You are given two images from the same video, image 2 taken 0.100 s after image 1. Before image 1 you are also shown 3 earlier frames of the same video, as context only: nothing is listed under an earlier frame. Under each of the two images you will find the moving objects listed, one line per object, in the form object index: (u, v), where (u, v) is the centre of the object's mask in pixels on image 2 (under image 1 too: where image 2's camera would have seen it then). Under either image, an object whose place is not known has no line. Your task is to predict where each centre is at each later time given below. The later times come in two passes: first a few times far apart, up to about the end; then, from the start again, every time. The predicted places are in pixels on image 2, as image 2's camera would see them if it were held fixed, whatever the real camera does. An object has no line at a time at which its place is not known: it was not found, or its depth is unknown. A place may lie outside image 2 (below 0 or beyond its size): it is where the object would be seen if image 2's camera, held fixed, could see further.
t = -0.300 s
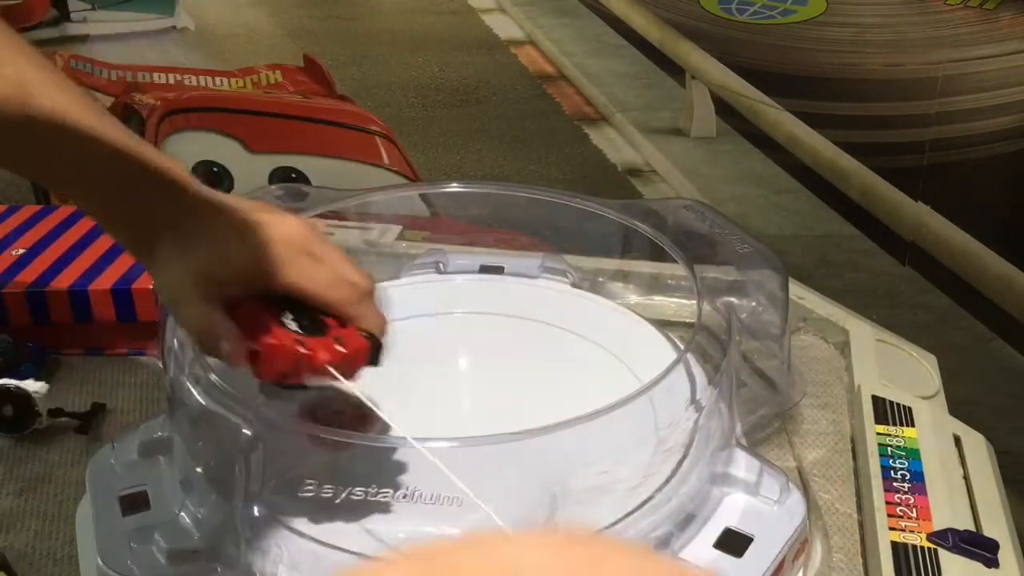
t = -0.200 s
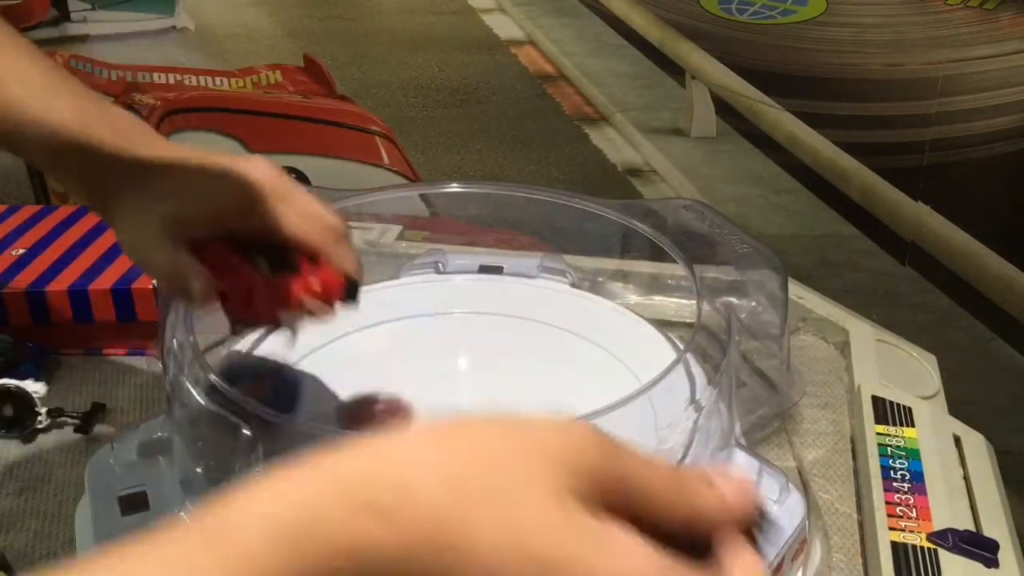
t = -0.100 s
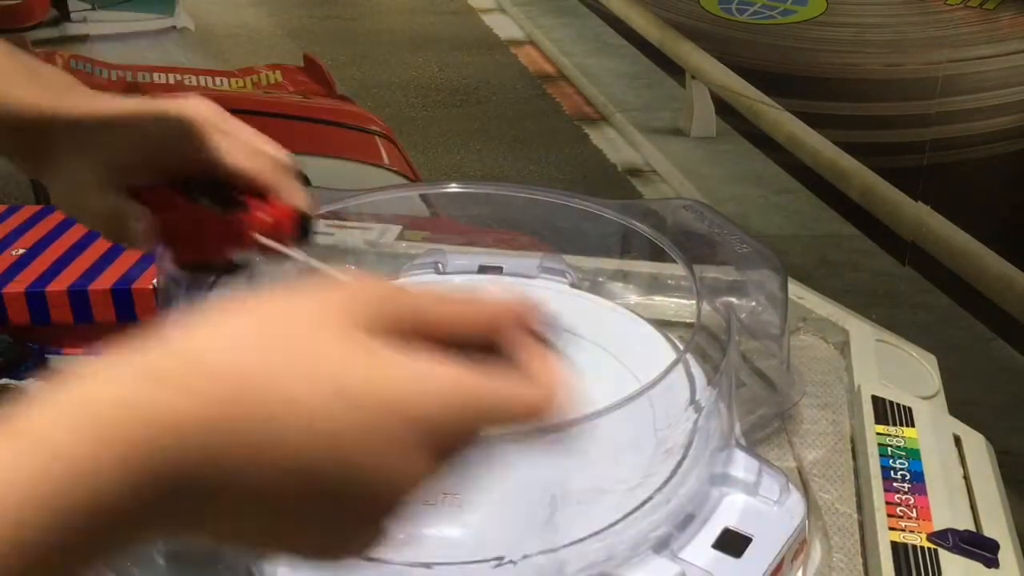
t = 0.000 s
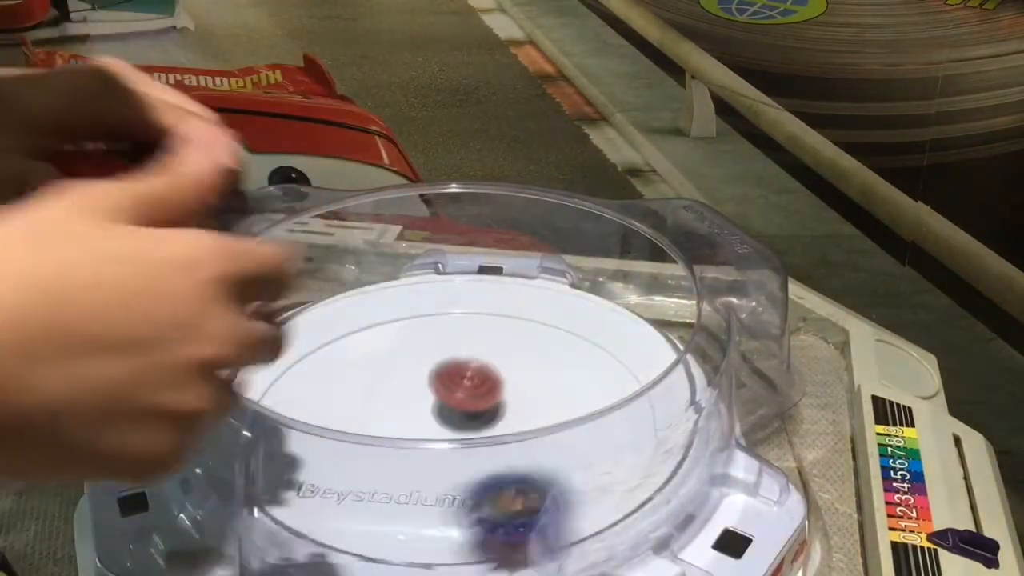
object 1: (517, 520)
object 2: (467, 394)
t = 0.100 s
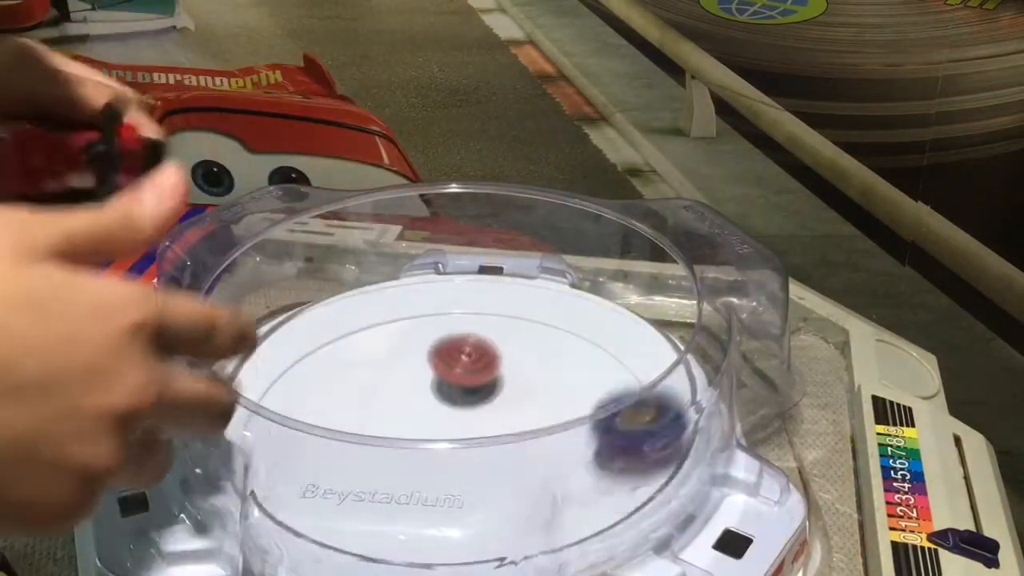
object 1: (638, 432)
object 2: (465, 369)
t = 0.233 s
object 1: (568, 322)
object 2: (437, 346)
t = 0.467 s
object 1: (425, 297)
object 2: (277, 466)
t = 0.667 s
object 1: (360, 415)
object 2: (521, 522)
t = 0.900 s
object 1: (537, 505)
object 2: (599, 335)
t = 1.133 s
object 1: (624, 388)
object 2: (260, 410)
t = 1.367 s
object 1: (451, 370)
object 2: (619, 472)
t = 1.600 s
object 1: (350, 481)
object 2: (451, 303)
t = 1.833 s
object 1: (537, 497)
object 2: (298, 493)
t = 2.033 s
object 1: (541, 407)
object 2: (633, 457)
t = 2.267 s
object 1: (382, 395)
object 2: (452, 303)
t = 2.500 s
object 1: (382, 454)
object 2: (259, 456)
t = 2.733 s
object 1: (476, 437)
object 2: (605, 482)
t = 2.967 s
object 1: (471, 388)
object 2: (505, 305)
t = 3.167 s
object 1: (426, 394)
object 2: (281, 369)
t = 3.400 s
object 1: (435, 423)
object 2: (405, 535)
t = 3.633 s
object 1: (476, 425)
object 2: (637, 379)
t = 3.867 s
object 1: (483, 406)
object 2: (420, 312)
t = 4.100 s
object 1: (470, 405)
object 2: (279, 446)
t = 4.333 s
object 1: (470, 422)
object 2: (536, 519)
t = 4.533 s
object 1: (473, 430)
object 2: (640, 386)
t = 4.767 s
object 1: (463, 430)
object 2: (460, 317)
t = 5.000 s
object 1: (456, 428)
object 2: (282, 410)
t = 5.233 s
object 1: (449, 427)
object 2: (423, 526)
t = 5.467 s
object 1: (446, 423)
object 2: (629, 433)
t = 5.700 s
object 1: (453, 419)
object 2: (515, 324)
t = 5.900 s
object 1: (459, 415)
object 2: (341, 344)
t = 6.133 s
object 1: (465, 415)
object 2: (303, 476)
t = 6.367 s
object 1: (467, 417)
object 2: (535, 500)
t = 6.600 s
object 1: (467, 420)
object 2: (610, 378)
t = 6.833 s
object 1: (467, 425)
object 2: (472, 321)
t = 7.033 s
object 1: (464, 427)
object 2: (347, 365)
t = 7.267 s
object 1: (461, 428)
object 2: (336, 471)
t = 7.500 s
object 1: (456, 424)
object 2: (475, 498)
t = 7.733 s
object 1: (453, 424)
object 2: (571, 457)
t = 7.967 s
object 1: (453, 421)
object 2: (570, 403)
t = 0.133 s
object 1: (641, 396)
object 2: (459, 362)
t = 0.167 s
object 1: (629, 366)
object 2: (453, 356)
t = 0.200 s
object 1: (603, 342)
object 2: (444, 350)
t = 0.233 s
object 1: (568, 322)
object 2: (437, 346)
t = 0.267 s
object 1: (527, 309)
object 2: (429, 343)
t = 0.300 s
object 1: (484, 301)
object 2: (423, 340)
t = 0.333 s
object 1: (469, 285)
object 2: (364, 361)
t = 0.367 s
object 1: (462, 273)
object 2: (298, 381)
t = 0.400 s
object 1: (451, 280)
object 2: (260, 403)
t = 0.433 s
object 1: (439, 287)
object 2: (266, 438)
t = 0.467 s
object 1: (425, 297)
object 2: (277, 466)
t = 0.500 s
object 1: (412, 312)
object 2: (296, 490)
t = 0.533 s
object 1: (396, 329)
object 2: (322, 509)
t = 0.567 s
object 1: (381, 349)
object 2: (368, 522)
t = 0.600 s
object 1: (368, 370)
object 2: (417, 529)
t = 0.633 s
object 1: (361, 393)
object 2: (466, 530)
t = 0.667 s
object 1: (360, 415)
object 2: (521, 522)
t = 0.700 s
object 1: (365, 442)
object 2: (565, 504)
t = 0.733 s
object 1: (380, 465)
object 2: (604, 481)
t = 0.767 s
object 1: (402, 485)
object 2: (630, 454)
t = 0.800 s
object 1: (432, 495)
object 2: (646, 424)
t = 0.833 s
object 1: (463, 503)
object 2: (645, 390)
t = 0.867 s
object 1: (501, 506)
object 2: (632, 360)
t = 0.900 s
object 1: (537, 505)
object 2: (599, 335)
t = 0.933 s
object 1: (572, 496)
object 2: (557, 314)
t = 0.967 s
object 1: (599, 482)
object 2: (503, 303)
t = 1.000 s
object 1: (616, 466)
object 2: (442, 303)
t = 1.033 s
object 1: (627, 449)
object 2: (382, 313)
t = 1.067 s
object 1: (632, 427)
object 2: (328, 334)
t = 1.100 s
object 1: (632, 407)
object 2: (285, 366)
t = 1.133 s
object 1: (624, 388)
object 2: (260, 410)
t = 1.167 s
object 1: (608, 371)
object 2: (262, 455)
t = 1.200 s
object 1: (588, 364)
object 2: (297, 493)
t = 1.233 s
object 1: (563, 358)
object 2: (351, 518)
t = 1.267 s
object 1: (535, 356)
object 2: (429, 533)
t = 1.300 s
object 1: (509, 357)
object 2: (501, 526)
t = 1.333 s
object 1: (479, 362)
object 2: (568, 505)
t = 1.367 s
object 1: (451, 370)
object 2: (619, 472)
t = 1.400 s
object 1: (424, 380)
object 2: (647, 437)
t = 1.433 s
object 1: (399, 393)
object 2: (648, 401)
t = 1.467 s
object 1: (377, 407)
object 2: (632, 365)
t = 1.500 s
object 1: (361, 423)
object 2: (603, 337)
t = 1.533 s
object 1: (350, 443)
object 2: (561, 317)
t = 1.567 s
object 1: (345, 471)
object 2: (509, 305)
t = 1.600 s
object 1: (350, 481)
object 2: (451, 303)
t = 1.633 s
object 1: (365, 493)
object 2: (394, 310)
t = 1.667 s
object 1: (386, 505)
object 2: (340, 328)
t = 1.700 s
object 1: (412, 513)
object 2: (295, 356)
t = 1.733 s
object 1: (445, 515)
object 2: (270, 381)
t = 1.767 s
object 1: (479, 514)
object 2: (256, 425)
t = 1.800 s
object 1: (512, 508)
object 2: (265, 463)
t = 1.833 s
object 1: (537, 497)
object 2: (298, 493)
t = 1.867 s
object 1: (556, 483)
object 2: (349, 519)
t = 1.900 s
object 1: (569, 467)
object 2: (411, 535)
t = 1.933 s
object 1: (572, 450)
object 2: (478, 531)
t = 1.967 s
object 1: (569, 435)
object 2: (542, 517)
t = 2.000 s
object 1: (557, 419)
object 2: (596, 491)
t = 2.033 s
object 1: (541, 407)
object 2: (633, 457)
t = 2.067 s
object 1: (520, 395)
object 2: (649, 424)
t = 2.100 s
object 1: (498, 390)
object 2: (642, 384)
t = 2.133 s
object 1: (472, 385)
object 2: (623, 355)
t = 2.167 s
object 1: (446, 383)
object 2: (590, 331)
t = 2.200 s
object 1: (421, 379)
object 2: (548, 313)
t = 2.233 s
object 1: (400, 389)
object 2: (502, 306)
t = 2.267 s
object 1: (382, 395)
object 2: (452, 303)
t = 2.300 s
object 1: (370, 400)
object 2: (401, 310)
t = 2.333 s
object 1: (361, 405)
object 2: (355, 322)
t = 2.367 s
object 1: (356, 425)
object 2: (317, 341)
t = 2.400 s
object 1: (357, 433)
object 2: (286, 366)
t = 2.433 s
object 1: (363, 445)
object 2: (263, 389)
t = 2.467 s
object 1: (371, 451)
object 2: (253, 422)
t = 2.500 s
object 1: (382, 454)
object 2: (259, 456)
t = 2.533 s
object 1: (395, 456)
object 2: (282, 480)
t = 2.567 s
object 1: (412, 458)
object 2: (318, 506)
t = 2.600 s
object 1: (427, 458)
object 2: (367, 530)
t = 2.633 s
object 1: (442, 455)
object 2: (425, 538)
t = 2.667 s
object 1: (454, 453)
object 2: (493, 529)
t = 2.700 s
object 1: (466, 448)
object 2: (550, 513)
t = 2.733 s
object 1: (476, 437)
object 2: (605, 482)
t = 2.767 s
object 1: (484, 432)
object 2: (635, 450)
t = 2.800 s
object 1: (489, 421)
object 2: (647, 416)
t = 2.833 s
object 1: (490, 405)
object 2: (639, 380)
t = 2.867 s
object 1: (489, 401)
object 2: (618, 352)
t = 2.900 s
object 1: (486, 396)
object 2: (587, 329)
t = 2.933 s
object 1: (480, 392)
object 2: (548, 315)
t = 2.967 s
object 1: (471, 388)
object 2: (505, 305)
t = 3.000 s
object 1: (462, 385)
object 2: (459, 303)
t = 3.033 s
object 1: (452, 384)
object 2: (417, 306)
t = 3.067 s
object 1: (444, 384)
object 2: (372, 318)
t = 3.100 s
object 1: (436, 386)
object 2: (336, 330)
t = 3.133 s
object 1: (430, 390)
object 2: (306, 347)
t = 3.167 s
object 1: (426, 394)
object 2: (281, 369)
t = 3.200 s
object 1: (424, 398)
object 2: (265, 392)
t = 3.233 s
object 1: (423, 401)
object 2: (257, 422)
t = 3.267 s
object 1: (424, 408)
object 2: (261, 455)
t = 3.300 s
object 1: (425, 413)
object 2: (280, 476)
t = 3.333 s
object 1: (428, 417)
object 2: (311, 501)
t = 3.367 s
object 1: (431, 420)
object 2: (350, 520)
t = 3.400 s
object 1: (435, 423)
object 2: (405, 535)
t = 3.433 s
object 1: (439, 425)
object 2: (467, 534)
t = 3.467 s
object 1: (445, 426)
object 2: (529, 520)
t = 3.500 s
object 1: (451, 428)
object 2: (578, 500)
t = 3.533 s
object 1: (458, 427)
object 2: (618, 471)
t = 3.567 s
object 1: (465, 428)
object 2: (642, 439)
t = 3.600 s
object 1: (470, 426)
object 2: (647, 410)
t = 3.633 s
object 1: (476, 425)
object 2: (637, 379)
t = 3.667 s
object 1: (481, 423)
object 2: (619, 354)
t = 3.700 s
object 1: (484, 422)
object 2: (592, 334)
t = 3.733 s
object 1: (486, 420)
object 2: (565, 319)
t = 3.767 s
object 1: (487, 418)
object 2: (530, 311)
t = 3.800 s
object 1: (487, 416)
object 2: (492, 307)
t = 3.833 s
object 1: (486, 414)
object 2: (457, 307)
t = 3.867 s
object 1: (483, 406)
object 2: (420, 312)
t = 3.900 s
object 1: (482, 405)
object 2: (386, 321)
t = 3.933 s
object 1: (480, 405)
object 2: (355, 334)
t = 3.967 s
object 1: (477, 405)
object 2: (327, 351)
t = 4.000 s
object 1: (475, 405)
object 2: (305, 371)
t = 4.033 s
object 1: (473, 404)
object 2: (290, 389)
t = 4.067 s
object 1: (471, 405)
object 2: (280, 420)
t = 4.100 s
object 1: (470, 405)
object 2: (279, 446)
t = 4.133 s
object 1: (469, 406)
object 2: (294, 472)
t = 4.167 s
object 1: (468, 413)
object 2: (317, 492)
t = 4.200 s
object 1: (468, 408)
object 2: (347, 510)
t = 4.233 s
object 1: (468, 417)
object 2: (388, 522)
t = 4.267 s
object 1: (468, 419)
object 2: (437, 528)
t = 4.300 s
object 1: (468, 421)
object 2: (488, 528)
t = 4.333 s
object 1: (470, 422)
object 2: (536, 519)
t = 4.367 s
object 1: (471, 424)
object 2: (576, 498)
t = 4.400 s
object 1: (472, 426)
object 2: (609, 476)
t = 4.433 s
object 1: (473, 428)
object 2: (629, 454)
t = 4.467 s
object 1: (473, 429)
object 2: (643, 433)
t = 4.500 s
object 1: (473, 429)
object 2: (646, 411)
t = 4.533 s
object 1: (473, 430)
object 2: (640, 386)
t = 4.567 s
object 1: (472, 431)
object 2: (626, 365)
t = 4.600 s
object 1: (470, 431)
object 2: (608, 352)
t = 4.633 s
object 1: (469, 431)
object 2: (584, 337)
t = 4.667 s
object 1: (468, 431)
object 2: (556, 327)
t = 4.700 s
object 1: (466, 431)
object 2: (526, 320)
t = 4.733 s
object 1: (464, 430)
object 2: (494, 316)
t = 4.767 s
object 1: (463, 430)
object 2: (460, 317)
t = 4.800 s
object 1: (461, 429)
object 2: (427, 321)
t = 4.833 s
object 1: (460, 429)
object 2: (395, 329)
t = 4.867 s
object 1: (459, 428)
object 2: (365, 340)
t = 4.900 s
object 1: (458, 428)
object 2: (338, 354)
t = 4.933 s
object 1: (457, 427)
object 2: (314, 371)
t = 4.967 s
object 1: (456, 428)
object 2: (296, 388)
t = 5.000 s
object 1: (456, 428)
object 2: (282, 410)
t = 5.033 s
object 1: (455, 428)
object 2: (278, 434)
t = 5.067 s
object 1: (454, 428)
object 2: (279, 459)
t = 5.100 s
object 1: (453, 428)
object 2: (295, 478)
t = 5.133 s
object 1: (452, 428)
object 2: (316, 497)
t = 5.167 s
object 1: (451, 428)
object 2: (344, 511)
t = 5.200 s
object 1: (450, 427)
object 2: (381, 521)
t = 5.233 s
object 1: (449, 427)
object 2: (423, 526)
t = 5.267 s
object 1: (447, 427)
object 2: (467, 527)
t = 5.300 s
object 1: (446, 426)
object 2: (511, 520)
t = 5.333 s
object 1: (446, 426)
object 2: (548, 509)
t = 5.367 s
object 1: (446, 425)
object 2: (578, 493)
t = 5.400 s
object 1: (446, 425)
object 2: (604, 473)
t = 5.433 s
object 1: (446, 424)
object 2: (620, 453)
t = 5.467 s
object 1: (446, 423)
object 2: (629, 433)
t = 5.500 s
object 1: (447, 423)
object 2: (630, 412)
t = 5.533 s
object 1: (448, 422)
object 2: (621, 389)
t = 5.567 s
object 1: (449, 422)
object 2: (609, 370)
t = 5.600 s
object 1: (449, 421)
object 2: (592, 355)
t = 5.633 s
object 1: (450, 420)
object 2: (568, 341)
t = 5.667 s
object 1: (451, 419)
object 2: (544, 331)
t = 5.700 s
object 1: (453, 419)
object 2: (515, 324)
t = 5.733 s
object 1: (454, 418)
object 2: (486, 319)
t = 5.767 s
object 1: (454, 418)
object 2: (455, 318)
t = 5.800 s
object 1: (455, 417)
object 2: (425, 320)
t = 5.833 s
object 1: (456, 417)
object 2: (395, 325)
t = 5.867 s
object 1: (457, 416)
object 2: (366, 334)
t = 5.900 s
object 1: (459, 415)
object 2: (341, 344)
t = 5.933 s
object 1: (460, 415)
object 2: (317, 358)
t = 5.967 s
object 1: (461, 415)
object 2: (300, 375)
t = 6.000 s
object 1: (461, 416)
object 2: (287, 388)
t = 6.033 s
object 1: (462, 415)
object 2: (278, 414)
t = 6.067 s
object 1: (463, 415)
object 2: (277, 435)
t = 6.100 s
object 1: (464, 415)
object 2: (281, 457)
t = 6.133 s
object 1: (465, 415)
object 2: (303, 476)
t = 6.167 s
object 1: (465, 415)
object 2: (325, 492)
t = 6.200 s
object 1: (465, 415)
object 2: (353, 504)
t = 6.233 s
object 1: (466, 416)
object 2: (388, 512)
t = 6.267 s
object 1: (466, 408)
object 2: (426, 516)
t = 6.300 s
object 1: (466, 417)
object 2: (463, 514)
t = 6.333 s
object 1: (467, 417)
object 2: (502, 509)
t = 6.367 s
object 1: (467, 417)
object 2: (535, 500)
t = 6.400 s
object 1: (468, 418)
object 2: (564, 486)
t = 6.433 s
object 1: (468, 419)
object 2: (587, 470)
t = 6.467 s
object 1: (468, 419)
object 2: (605, 454)
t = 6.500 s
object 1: (468, 419)
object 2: (614, 433)
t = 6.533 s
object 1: (467, 420)
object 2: (620, 415)
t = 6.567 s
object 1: (467, 420)
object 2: (617, 394)
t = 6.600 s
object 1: (467, 420)
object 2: (610, 378)
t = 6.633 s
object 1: (467, 421)
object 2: (598, 363)
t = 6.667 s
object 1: (467, 421)
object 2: (583, 350)
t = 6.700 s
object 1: (468, 422)
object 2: (565, 339)
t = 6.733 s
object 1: (468, 422)
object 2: (544, 330)
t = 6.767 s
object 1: (468, 423)
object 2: (521, 325)
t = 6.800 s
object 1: (467, 424)
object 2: (498, 322)
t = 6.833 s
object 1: (467, 425)
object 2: (472, 321)
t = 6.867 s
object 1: (466, 425)
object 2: (447, 323)
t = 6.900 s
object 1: (466, 426)
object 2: (425, 327)
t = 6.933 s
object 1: (466, 426)
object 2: (402, 333)
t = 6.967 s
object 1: (465, 427)
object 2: (383, 342)
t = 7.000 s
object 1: (464, 427)
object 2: (364, 353)
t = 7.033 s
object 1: (464, 427)
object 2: (347, 365)
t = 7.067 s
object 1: (464, 428)
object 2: (335, 377)
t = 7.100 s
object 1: (464, 428)
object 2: (325, 391)
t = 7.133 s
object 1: (463, 428)
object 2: (319, 405)
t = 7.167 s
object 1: (463, 427)
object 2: (319, 422)
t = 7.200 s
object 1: (462, 428)
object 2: (321, 438)
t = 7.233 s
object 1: (462, 428)
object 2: (327, 454)
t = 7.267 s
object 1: (461, 428)
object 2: (336, 471)
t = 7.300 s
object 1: (461, 428)
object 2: (352, 479)
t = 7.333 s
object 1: (461, 428)
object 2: (370, 486)
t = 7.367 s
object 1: (460, 428)
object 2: (389, 493)
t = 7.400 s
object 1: (460, 427)
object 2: (410, 497)
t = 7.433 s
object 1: (459, 426)
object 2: (431, 500)
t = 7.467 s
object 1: (458, 425)
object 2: (453, 500)
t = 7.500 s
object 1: (456, 424)
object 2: (475, 498)
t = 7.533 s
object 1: (456, 425)
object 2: (496, 496)
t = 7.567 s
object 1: (456, 425)
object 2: (516, 490)
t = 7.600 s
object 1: (455, 425)
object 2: (531, 485)
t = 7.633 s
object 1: (455, 426)
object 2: (543, 477)
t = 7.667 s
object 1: (454, 424)
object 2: (555, 471)
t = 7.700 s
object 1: (454, 425)
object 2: (564, 464)
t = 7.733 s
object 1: (453, 424)
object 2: (571, 457)
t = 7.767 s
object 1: (453, 424)
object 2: (578, 453)
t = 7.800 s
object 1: (453, 424)
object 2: (579, 439)
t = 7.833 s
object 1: (453, 423)
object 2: (579, 432)
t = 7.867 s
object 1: (453, 422)
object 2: (578, 425)
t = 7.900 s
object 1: (453, 422)
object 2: (576, 416)
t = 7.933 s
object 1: (453, 422)
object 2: (573, 409)
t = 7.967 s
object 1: (453, 421)
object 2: (570, 403)
